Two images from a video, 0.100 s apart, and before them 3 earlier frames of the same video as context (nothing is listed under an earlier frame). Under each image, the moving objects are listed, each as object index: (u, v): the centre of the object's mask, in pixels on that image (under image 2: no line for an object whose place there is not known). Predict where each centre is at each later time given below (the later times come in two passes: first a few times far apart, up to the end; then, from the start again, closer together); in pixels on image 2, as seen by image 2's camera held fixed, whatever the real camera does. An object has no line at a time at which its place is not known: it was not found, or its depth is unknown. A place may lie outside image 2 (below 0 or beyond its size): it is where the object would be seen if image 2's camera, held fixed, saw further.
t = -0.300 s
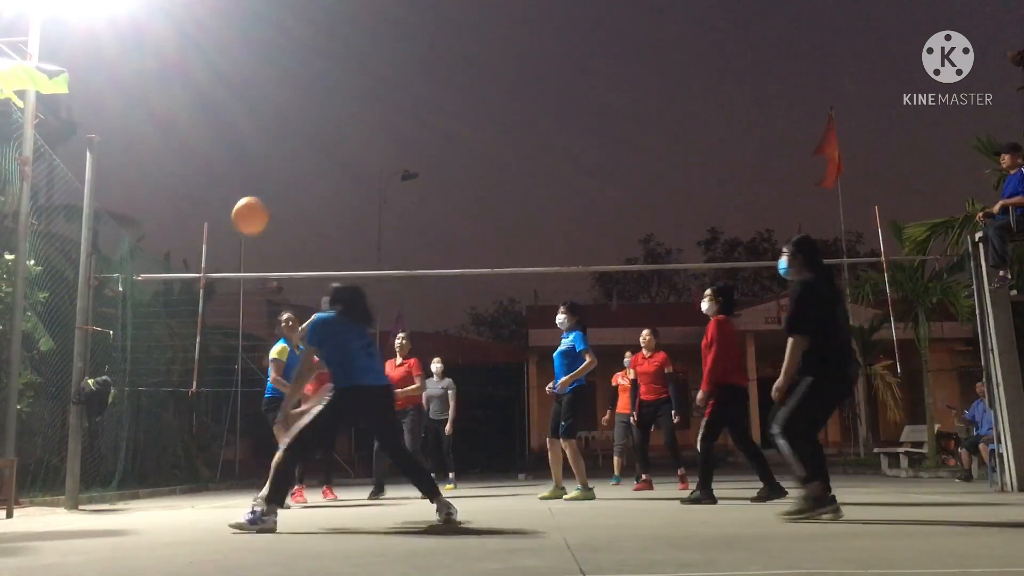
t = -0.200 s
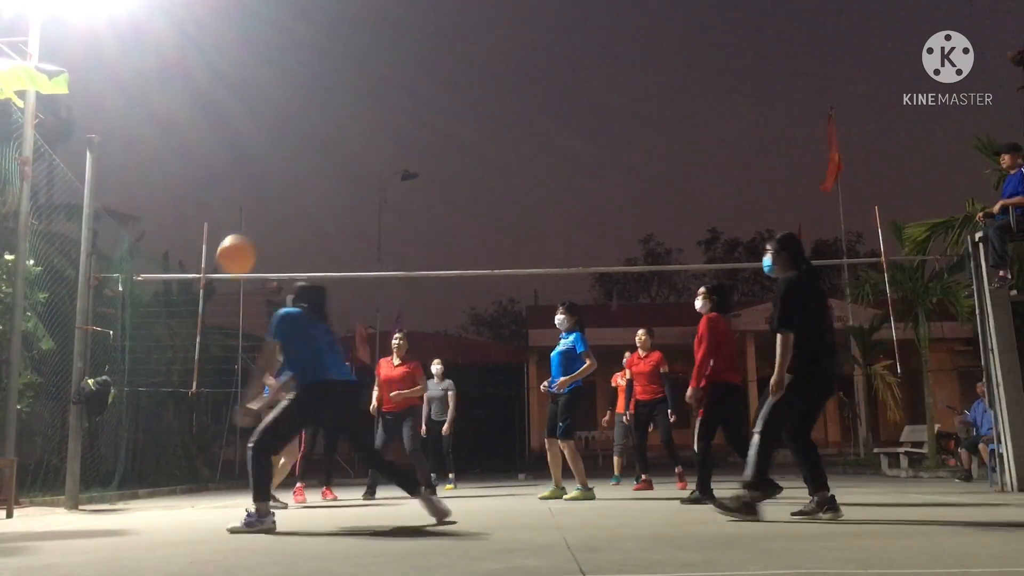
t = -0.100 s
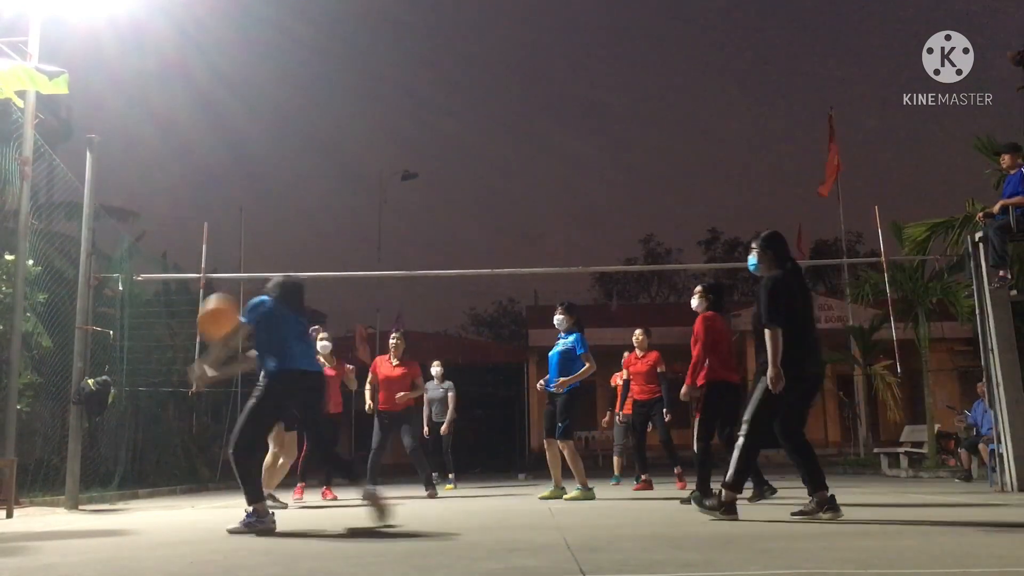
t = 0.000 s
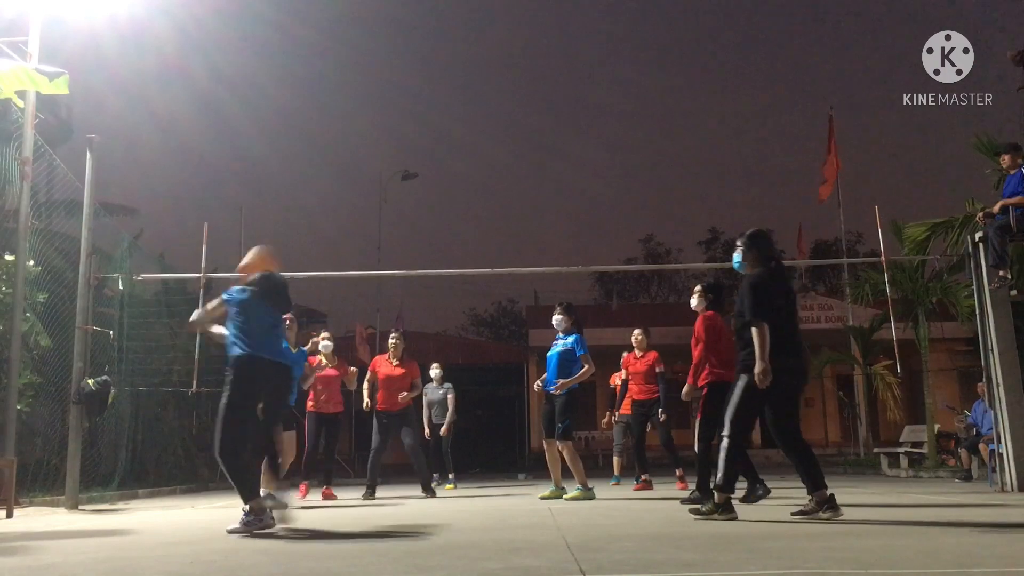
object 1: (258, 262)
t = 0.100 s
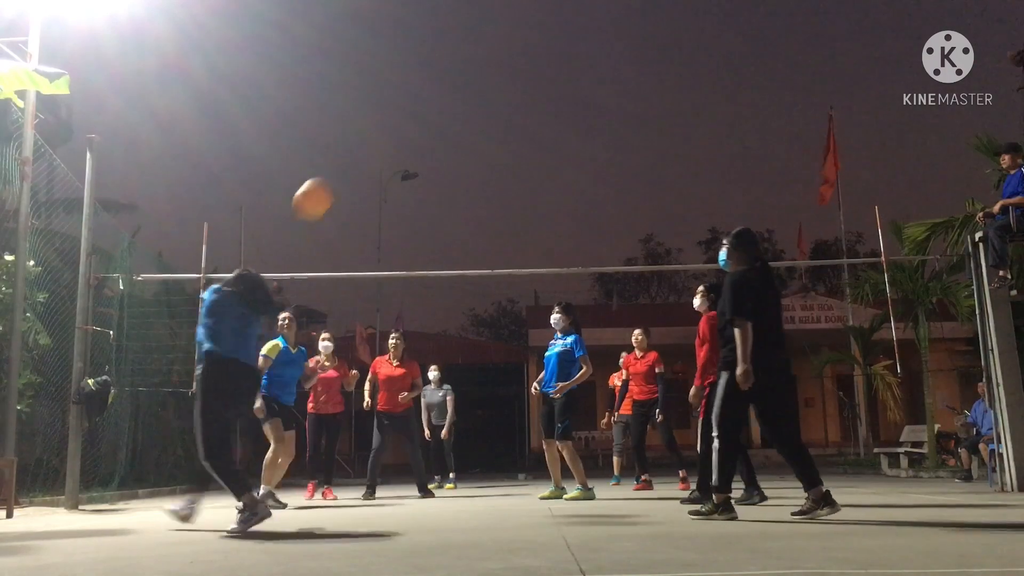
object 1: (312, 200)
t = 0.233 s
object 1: (368, 140)
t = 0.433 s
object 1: (429, 103)
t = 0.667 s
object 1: (482, 112)
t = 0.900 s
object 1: (525, 162)
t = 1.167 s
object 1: (565, 257)
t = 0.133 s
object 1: (328, 182)
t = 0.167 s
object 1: (343, 165)
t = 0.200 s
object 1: (356, 151)
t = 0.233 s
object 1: (368, 140)
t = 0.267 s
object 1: (380, 130)
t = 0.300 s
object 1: (391, 121)
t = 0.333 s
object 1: (402, 115)
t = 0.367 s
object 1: (412, 110)
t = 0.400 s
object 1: (421, 106)
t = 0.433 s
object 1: (429, 103)
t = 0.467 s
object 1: (437, 102)
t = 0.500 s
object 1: (445, 101)
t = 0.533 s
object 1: (453, 101)
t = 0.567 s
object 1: (461, 102)
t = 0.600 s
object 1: (469, 105)
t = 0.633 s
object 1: (475, 108)
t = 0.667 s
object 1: (482, 112)
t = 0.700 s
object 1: (489, 117)
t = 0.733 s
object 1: (495, 123)
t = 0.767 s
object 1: (501, 129)
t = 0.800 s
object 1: (507, 136)
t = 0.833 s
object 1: (513, 144)
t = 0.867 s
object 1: (519, 153)
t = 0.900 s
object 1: (525, 162)
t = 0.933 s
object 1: (531, 172)
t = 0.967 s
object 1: (536, 183)
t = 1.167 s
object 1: (565, 257)
